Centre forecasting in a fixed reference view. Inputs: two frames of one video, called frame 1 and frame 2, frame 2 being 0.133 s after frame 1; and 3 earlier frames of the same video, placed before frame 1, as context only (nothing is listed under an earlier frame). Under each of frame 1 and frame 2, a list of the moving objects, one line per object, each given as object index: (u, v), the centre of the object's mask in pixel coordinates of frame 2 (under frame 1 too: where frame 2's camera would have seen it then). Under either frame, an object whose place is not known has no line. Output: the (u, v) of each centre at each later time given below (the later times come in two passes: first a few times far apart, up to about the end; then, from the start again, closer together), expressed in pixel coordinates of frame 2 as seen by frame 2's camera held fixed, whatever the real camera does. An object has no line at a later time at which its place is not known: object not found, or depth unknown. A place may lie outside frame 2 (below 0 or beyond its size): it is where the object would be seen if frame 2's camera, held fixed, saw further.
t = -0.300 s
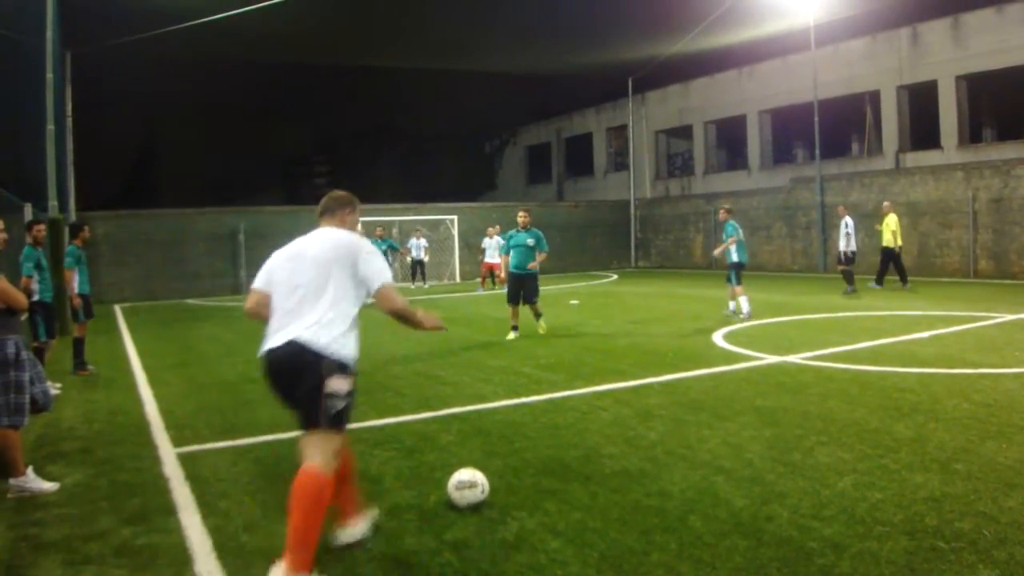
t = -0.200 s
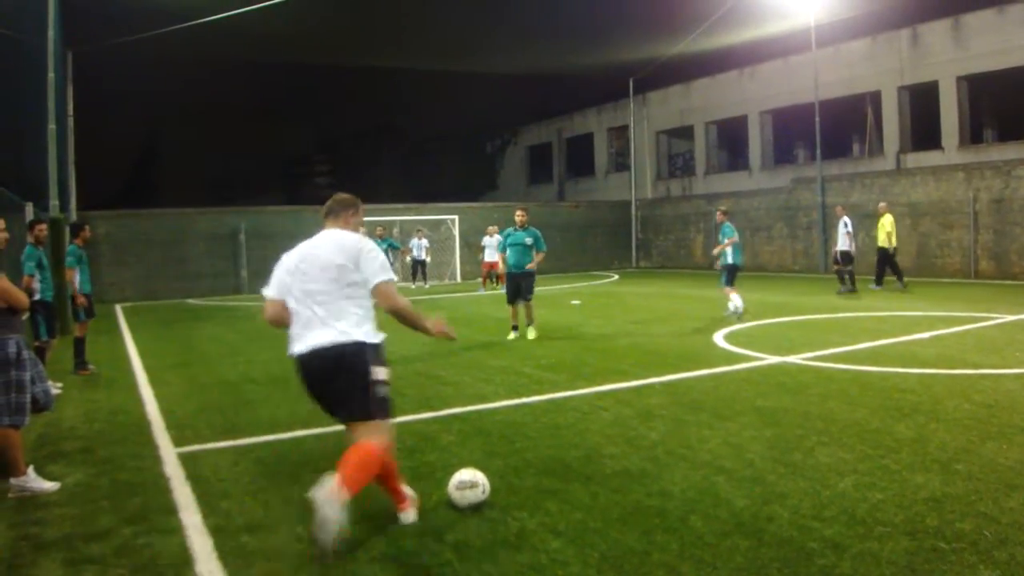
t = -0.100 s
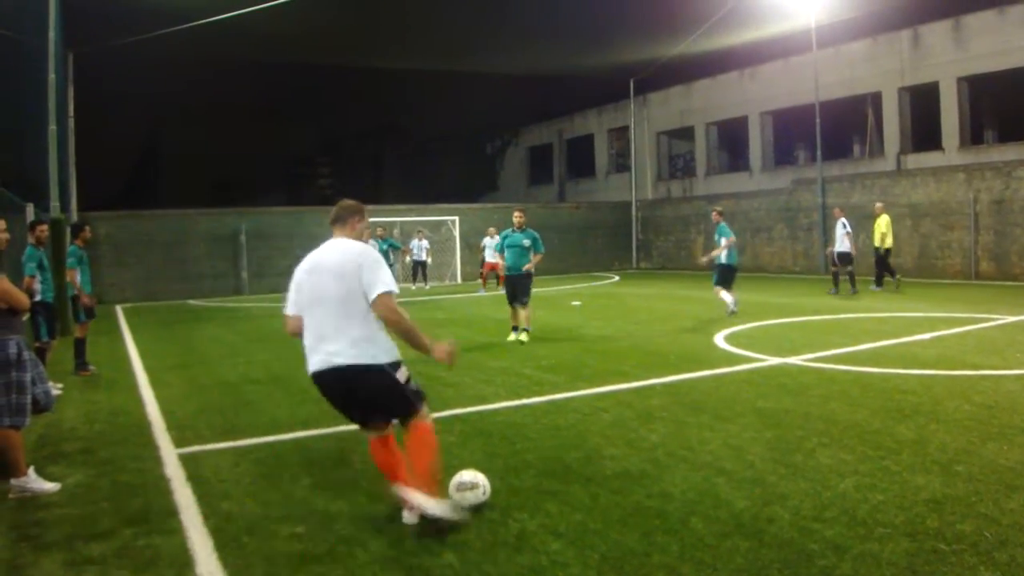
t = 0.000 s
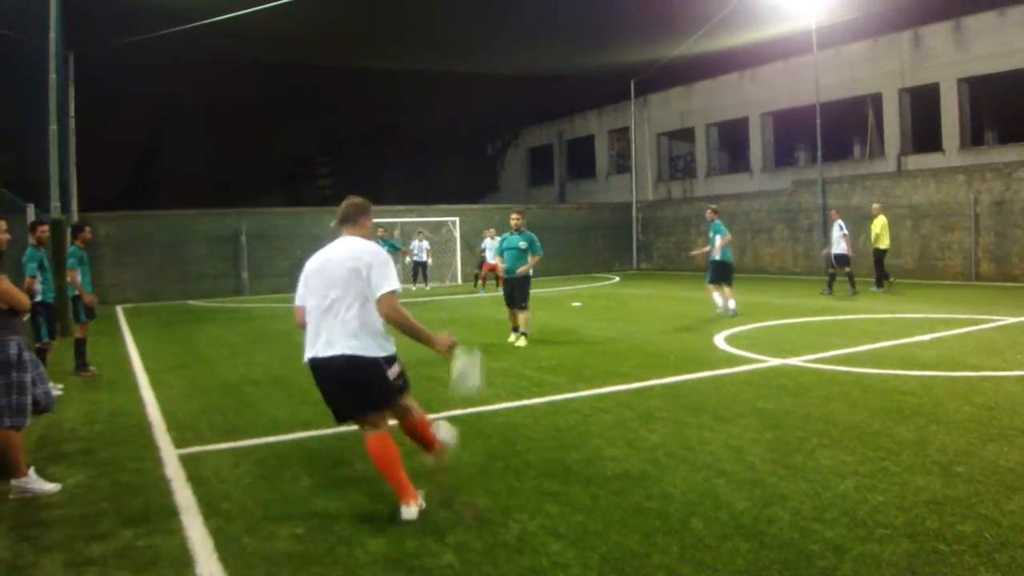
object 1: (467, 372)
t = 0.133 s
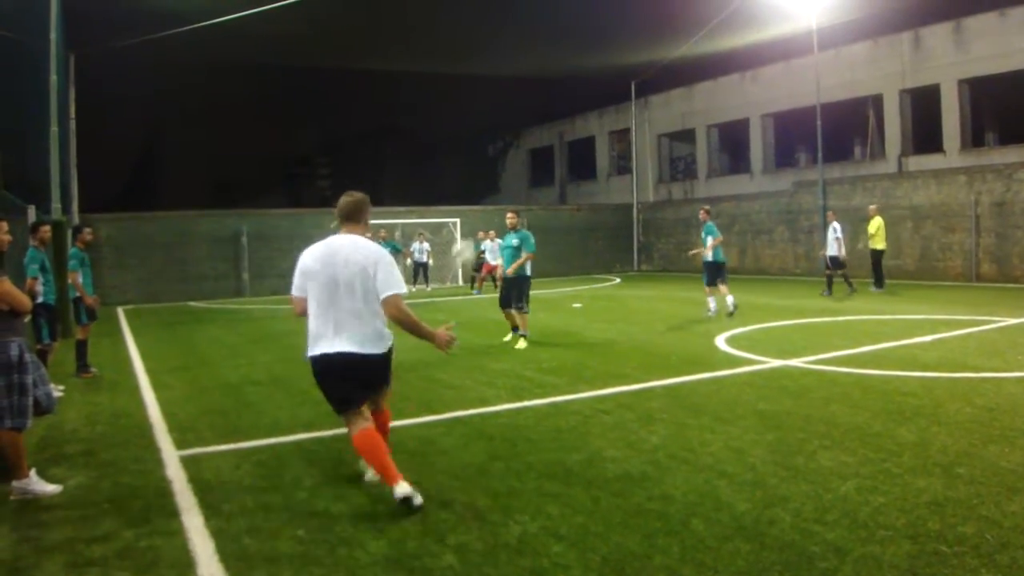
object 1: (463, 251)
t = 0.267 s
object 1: (459, 195)
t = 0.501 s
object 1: (451, 161)
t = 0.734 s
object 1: (444, 165)
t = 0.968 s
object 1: (438, 188)
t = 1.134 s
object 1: (434, 210)
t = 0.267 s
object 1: (459, 195)
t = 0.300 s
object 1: (458, 187)
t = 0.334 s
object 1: (457, 180)
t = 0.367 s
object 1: (456, 175)
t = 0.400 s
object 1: (454, 170)
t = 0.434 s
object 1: (453, 166)
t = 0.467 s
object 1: (453, 163)
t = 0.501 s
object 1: (451, 161)
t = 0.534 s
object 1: (450, 160)
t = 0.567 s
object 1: (449, 160)
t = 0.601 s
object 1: (448, 160)
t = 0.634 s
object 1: (447, 160)
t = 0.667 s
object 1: (446, 161)
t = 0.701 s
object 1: (445, 163)
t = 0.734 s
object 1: (444, 165)
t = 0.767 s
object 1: (443, 167)
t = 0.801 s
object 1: (442, 170)
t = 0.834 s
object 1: (441, 173)
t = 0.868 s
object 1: (441, 177)
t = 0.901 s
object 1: (440, 180)
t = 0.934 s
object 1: (439, 184)
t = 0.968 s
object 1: (438, 188)
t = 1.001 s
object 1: (437, 192)
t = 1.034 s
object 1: (437, 197)
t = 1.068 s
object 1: (435, 201)
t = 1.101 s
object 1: (435, 205)
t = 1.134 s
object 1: (434, 210)
